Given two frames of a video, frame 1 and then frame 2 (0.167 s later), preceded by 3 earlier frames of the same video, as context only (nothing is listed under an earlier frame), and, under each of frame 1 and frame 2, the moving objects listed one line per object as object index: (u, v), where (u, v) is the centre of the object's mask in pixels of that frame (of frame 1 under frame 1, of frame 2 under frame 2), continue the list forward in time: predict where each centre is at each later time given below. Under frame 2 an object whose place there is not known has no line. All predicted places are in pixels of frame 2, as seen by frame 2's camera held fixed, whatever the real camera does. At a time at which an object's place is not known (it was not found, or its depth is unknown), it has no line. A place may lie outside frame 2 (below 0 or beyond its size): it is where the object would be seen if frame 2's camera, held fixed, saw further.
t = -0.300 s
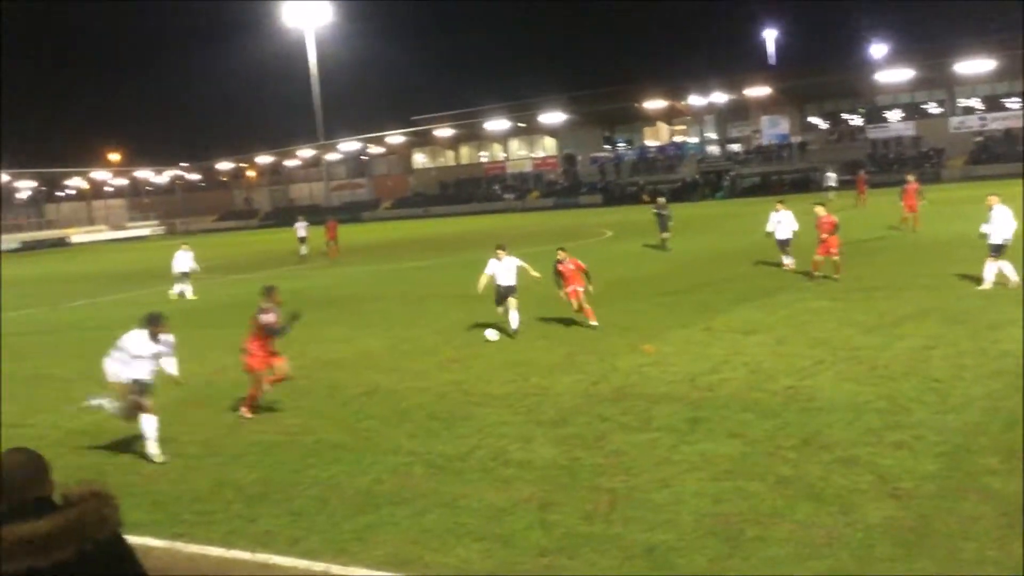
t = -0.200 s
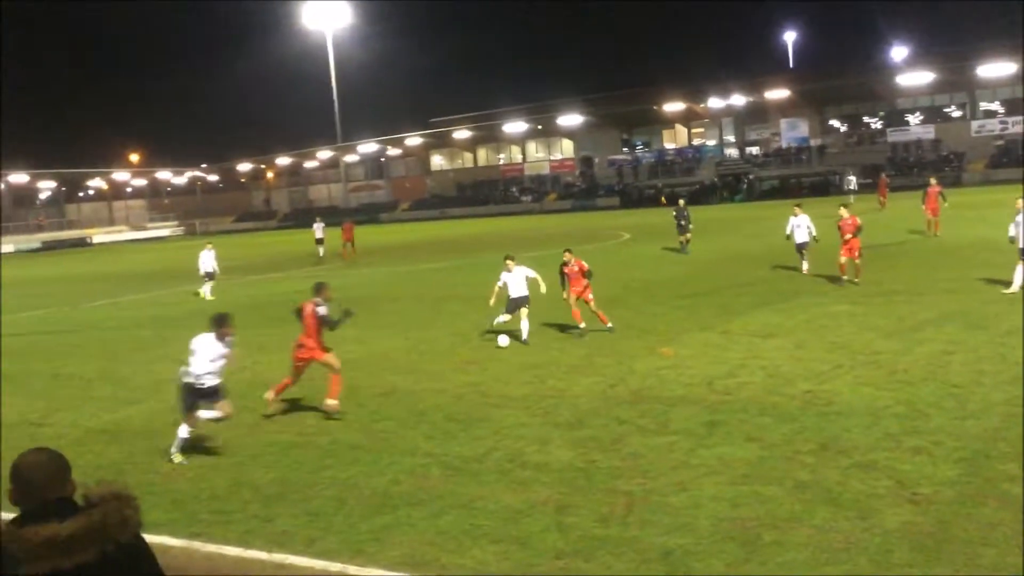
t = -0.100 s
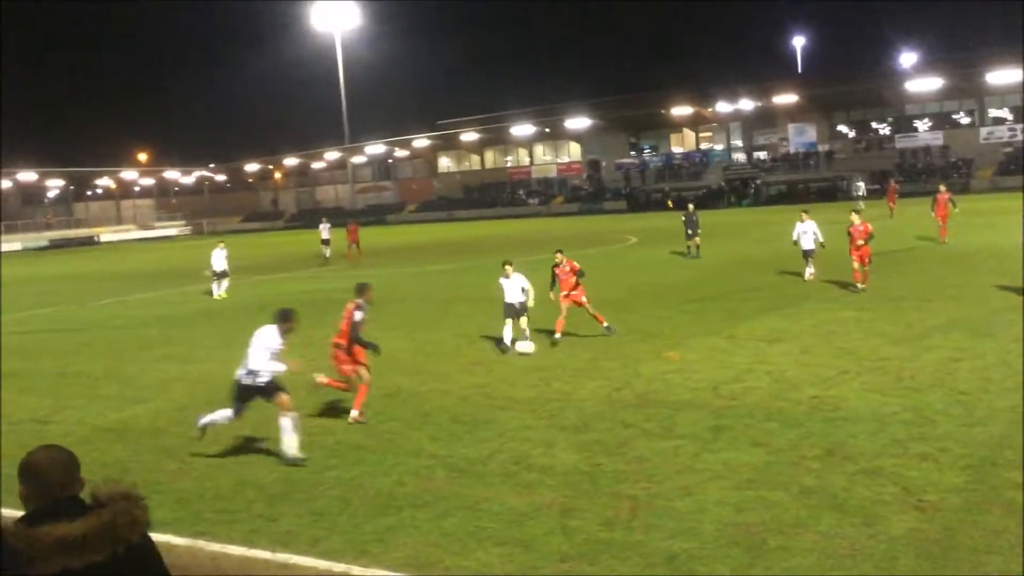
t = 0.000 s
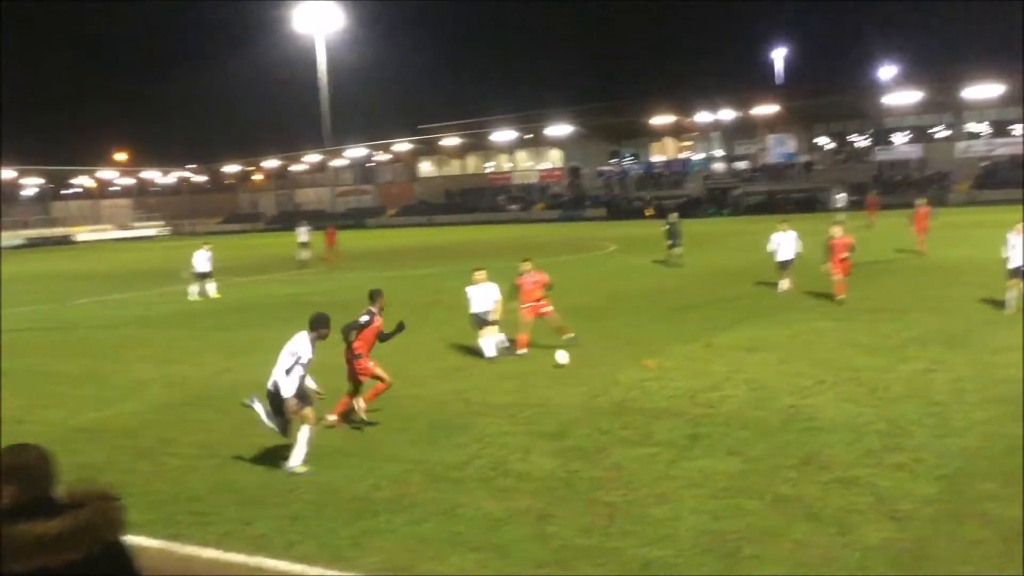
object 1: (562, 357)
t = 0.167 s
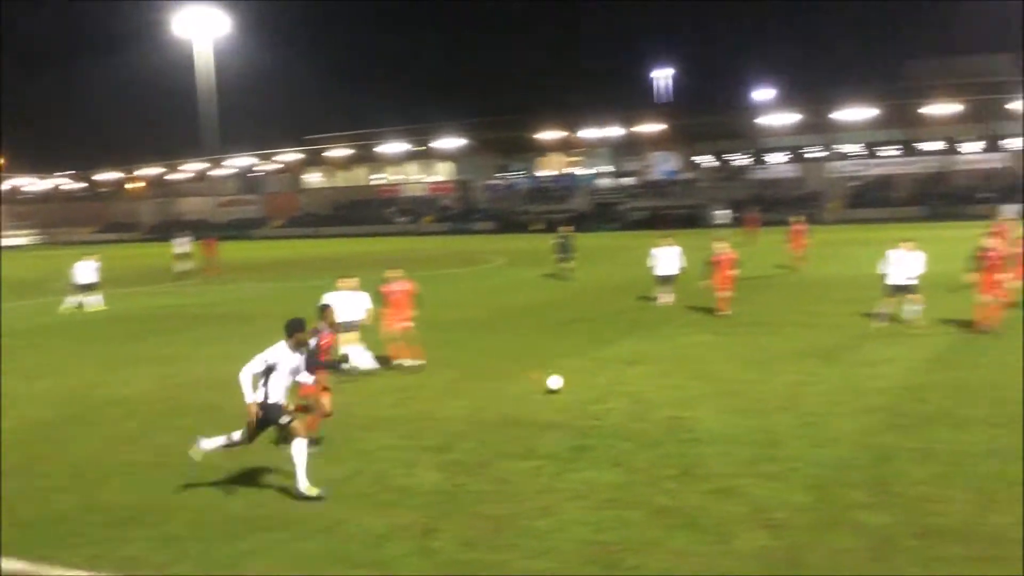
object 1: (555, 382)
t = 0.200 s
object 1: (576, 385)
